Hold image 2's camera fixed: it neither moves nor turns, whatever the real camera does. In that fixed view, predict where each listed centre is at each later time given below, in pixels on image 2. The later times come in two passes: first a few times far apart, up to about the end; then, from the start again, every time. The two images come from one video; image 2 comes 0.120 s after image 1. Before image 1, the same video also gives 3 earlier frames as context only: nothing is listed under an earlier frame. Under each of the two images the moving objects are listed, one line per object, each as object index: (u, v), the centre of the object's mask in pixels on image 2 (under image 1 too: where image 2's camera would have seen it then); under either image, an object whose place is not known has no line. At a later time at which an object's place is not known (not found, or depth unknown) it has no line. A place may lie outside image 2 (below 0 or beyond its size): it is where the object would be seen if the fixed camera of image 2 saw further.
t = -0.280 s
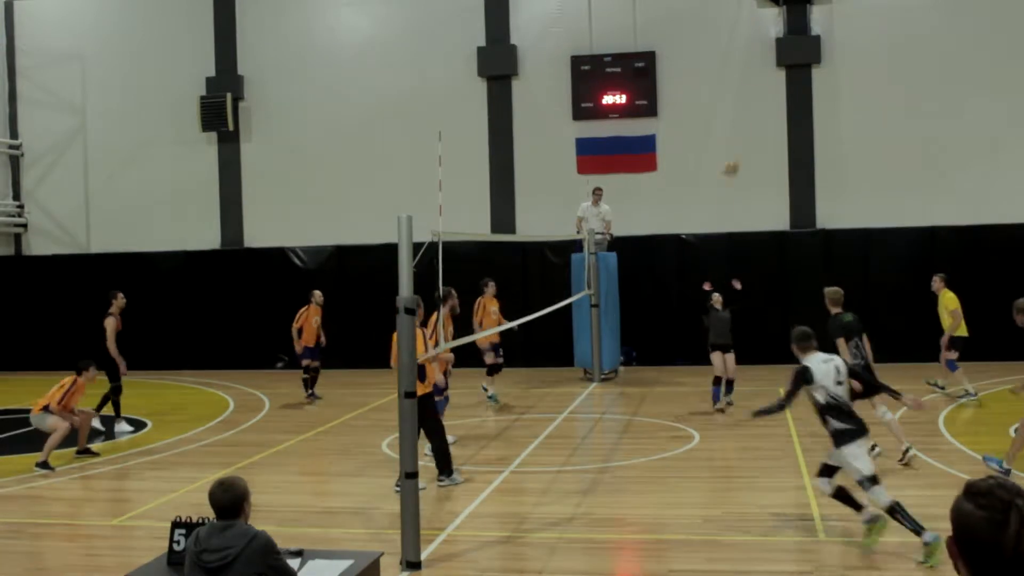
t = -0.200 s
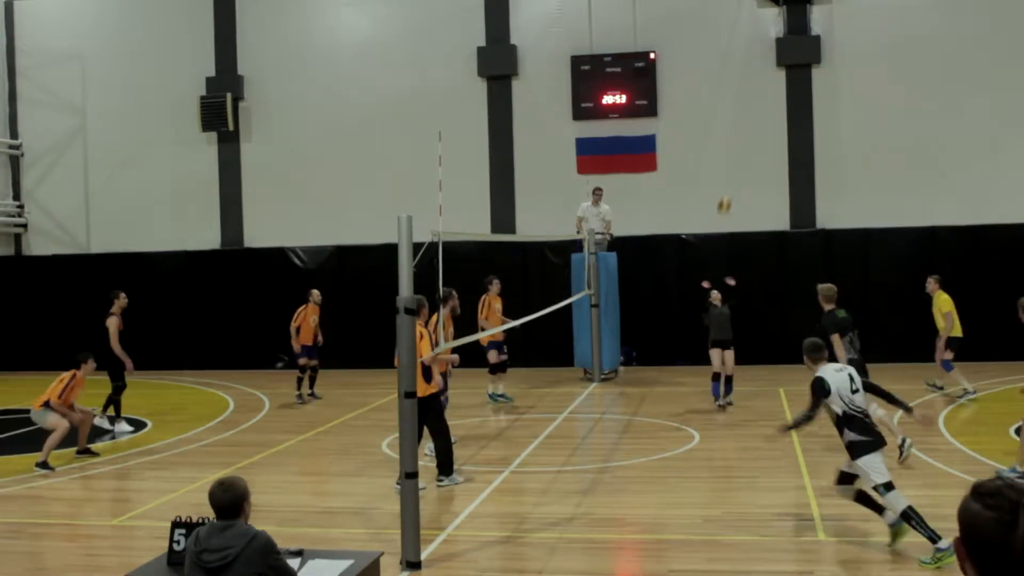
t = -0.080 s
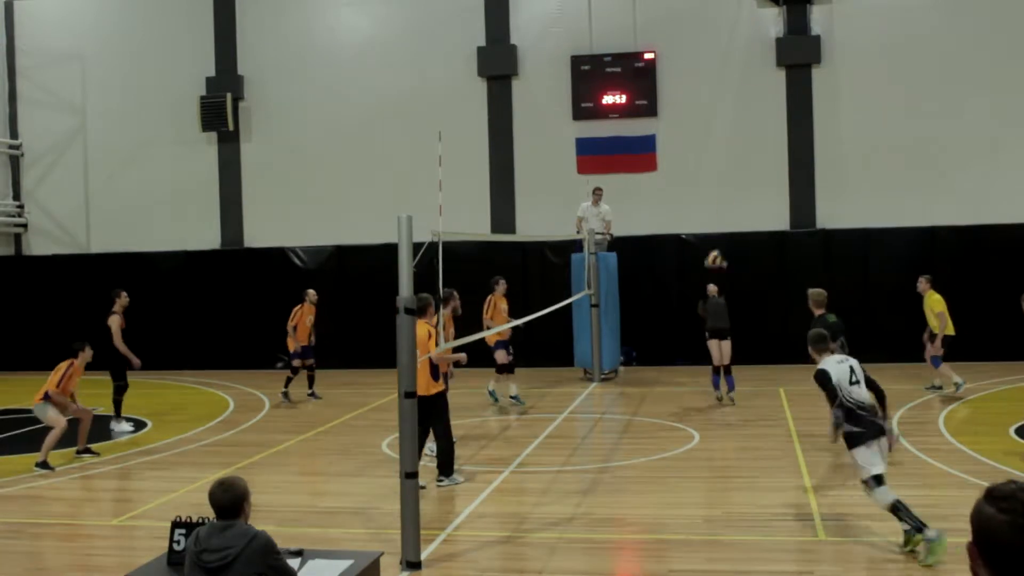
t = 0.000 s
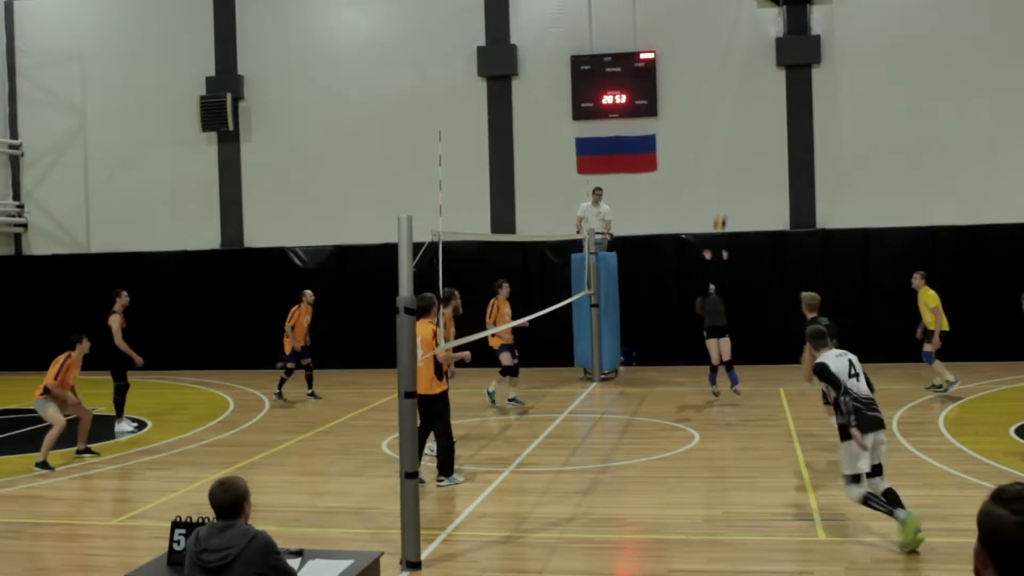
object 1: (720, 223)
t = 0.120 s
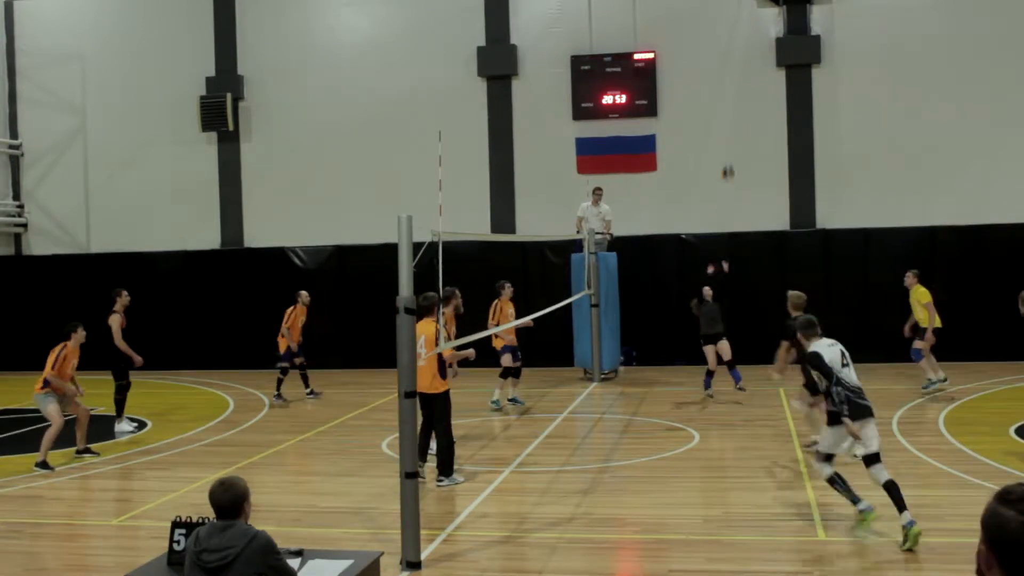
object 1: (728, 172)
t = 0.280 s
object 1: (738, 120)
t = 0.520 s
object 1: (754, 74)
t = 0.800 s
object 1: (776, 73)
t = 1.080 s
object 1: (799, 127)
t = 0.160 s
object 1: (730, 157)
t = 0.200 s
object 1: (733, 144)
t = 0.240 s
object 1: (735, 131)
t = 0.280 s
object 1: (738, 120)
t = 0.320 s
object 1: (740, 110)
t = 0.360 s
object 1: (743, 101)
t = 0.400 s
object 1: (745, 92)
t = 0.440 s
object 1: (749, 85)
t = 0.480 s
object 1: (751, 79)
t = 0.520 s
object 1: (754, 74)
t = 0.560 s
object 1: (758, 71)
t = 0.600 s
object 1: (761, 68)
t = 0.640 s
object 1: (763, 67)
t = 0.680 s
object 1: (767, 67)
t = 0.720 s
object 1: (770, 68)
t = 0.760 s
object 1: (773, 70)
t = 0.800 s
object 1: (776, 73)
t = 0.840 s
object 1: (779, 77)
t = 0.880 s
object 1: (784, 83)
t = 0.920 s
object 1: (786, 90)
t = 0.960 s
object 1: (790, 97)
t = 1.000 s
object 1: (793, 106)
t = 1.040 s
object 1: (796, 116)
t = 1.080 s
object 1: (799, 127)
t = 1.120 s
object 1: (802, 140)
